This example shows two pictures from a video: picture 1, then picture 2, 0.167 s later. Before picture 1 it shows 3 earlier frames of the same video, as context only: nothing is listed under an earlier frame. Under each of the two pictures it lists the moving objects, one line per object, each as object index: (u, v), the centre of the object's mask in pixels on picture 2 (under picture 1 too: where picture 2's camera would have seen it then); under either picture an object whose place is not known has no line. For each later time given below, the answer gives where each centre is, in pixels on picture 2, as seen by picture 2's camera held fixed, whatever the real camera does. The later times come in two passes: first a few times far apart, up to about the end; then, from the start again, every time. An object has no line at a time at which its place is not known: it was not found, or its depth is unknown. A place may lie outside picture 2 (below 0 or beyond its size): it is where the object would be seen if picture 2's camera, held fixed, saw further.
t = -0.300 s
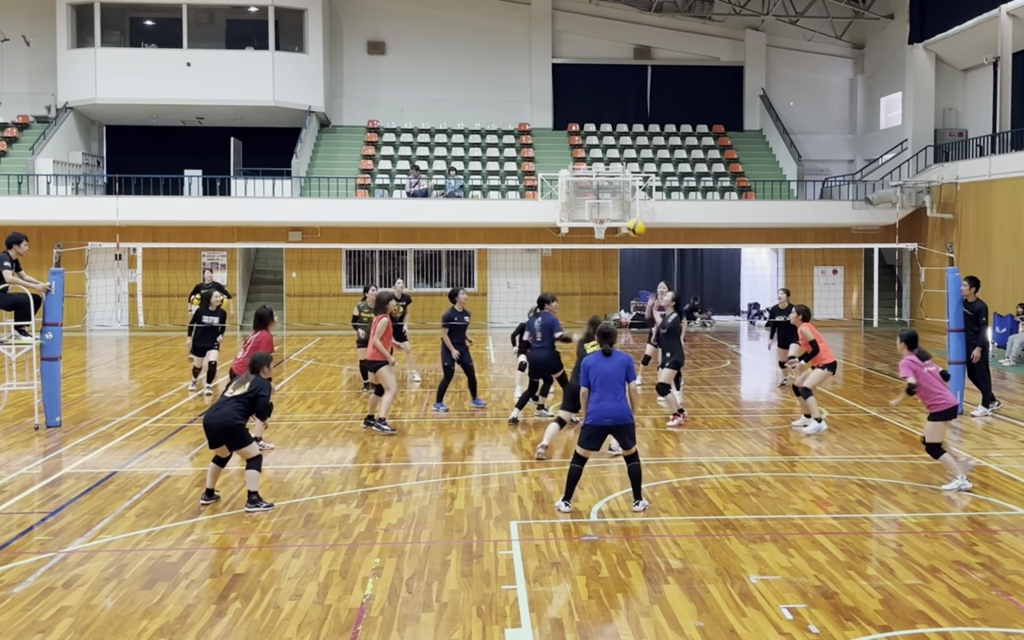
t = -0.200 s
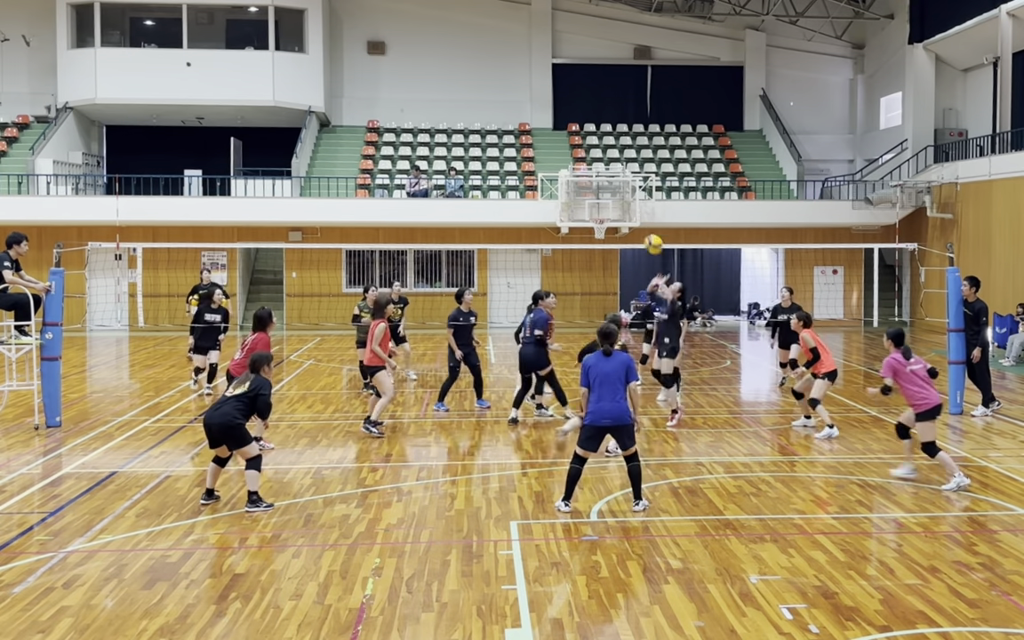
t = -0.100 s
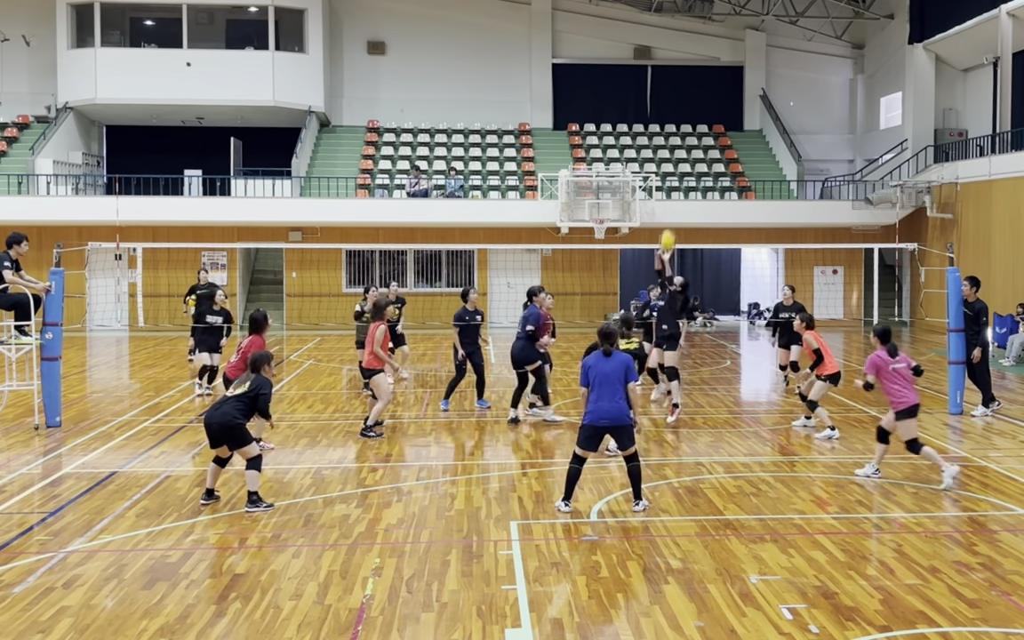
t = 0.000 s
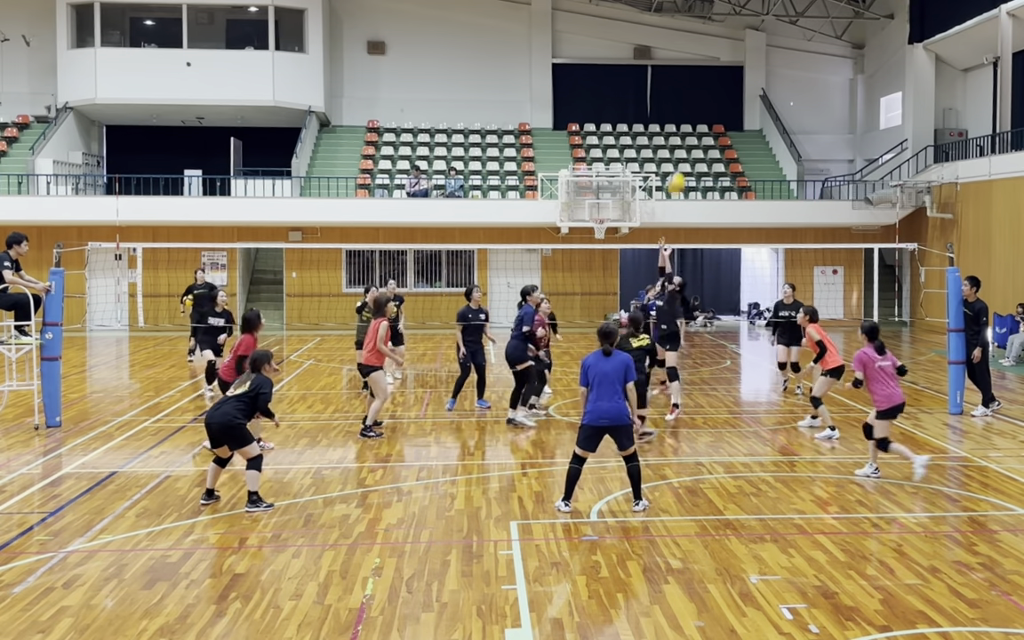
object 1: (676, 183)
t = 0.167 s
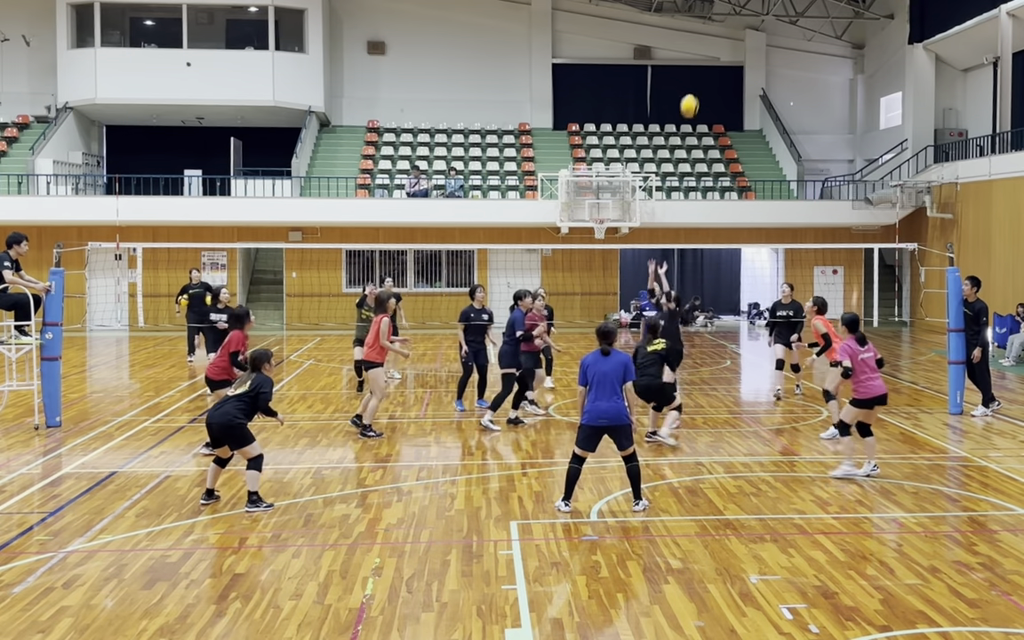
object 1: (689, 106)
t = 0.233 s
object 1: (694, 81)
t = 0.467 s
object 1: (712, 24)
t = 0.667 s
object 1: (726, 12)
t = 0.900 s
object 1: (743, 43)
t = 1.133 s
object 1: (758, 120)
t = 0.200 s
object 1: (692, 93)
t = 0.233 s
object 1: (694, 81)
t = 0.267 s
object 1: (697, 70)
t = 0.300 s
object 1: (699, 60)
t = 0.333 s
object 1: (702, 50)
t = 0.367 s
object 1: (704, 42)
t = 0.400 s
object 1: (707, 35)
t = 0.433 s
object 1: (709, 29)
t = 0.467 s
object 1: (712, 24)
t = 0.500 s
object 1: (714, 19)
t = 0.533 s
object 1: (716, 16)
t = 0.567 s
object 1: (719, 13)
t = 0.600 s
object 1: (721, 12)
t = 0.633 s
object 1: (723, 12)
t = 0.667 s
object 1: (726, 12)
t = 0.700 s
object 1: (728, 14)
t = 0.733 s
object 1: (731, 16)
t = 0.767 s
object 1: (733, 19)
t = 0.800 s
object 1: (736, 23)
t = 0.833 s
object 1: (738, 29)
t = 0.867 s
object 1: (741, 35)
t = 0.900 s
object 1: (743, 43)
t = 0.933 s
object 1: (745, 51)
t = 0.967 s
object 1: (747, 59)
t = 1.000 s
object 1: (749, 70)
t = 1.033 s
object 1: (751, 80)
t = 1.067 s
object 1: (754, 92)
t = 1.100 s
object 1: (756, 105)
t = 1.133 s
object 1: (758, 120)
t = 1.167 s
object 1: (760, 135)
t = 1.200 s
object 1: (762, 150)
